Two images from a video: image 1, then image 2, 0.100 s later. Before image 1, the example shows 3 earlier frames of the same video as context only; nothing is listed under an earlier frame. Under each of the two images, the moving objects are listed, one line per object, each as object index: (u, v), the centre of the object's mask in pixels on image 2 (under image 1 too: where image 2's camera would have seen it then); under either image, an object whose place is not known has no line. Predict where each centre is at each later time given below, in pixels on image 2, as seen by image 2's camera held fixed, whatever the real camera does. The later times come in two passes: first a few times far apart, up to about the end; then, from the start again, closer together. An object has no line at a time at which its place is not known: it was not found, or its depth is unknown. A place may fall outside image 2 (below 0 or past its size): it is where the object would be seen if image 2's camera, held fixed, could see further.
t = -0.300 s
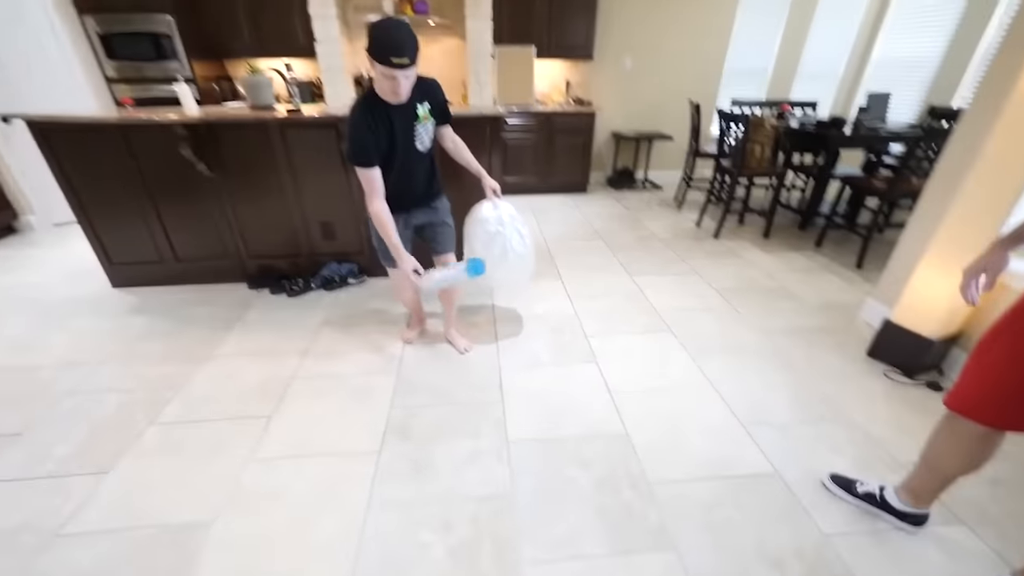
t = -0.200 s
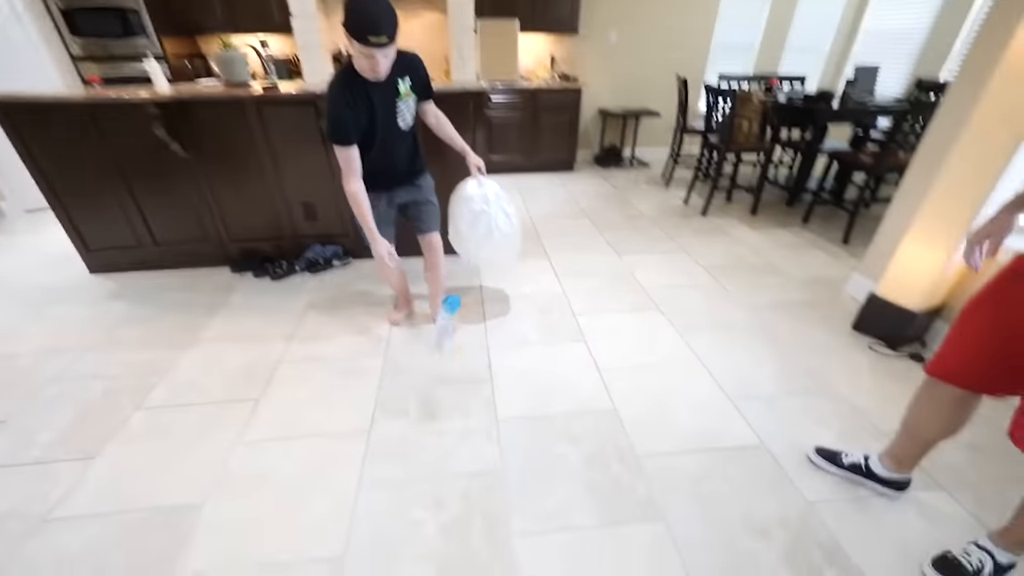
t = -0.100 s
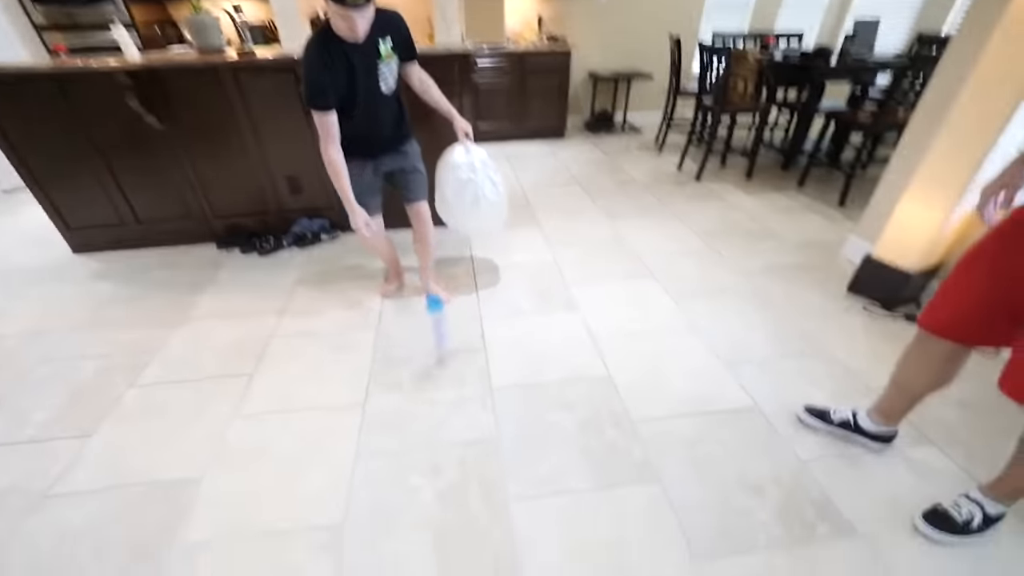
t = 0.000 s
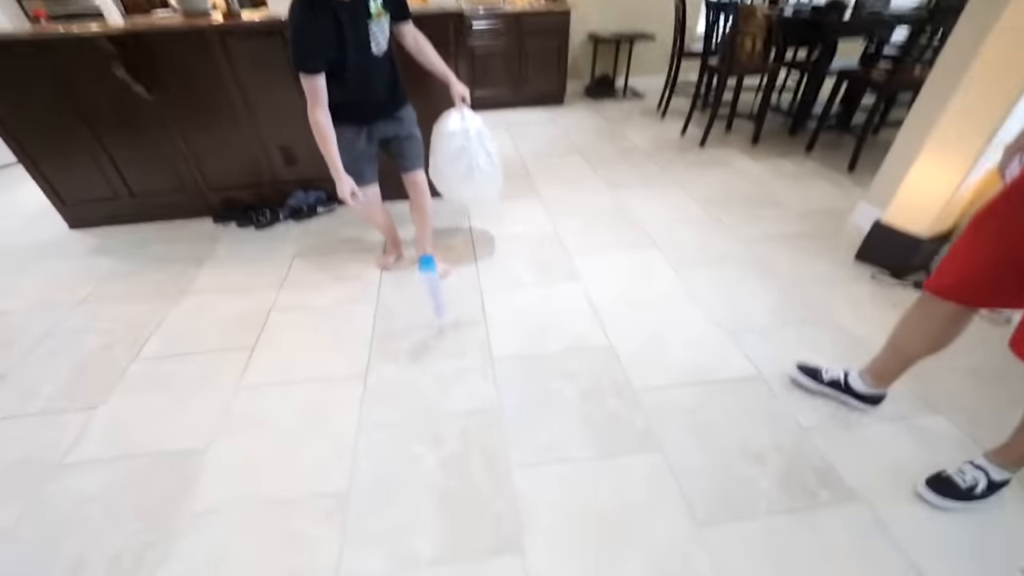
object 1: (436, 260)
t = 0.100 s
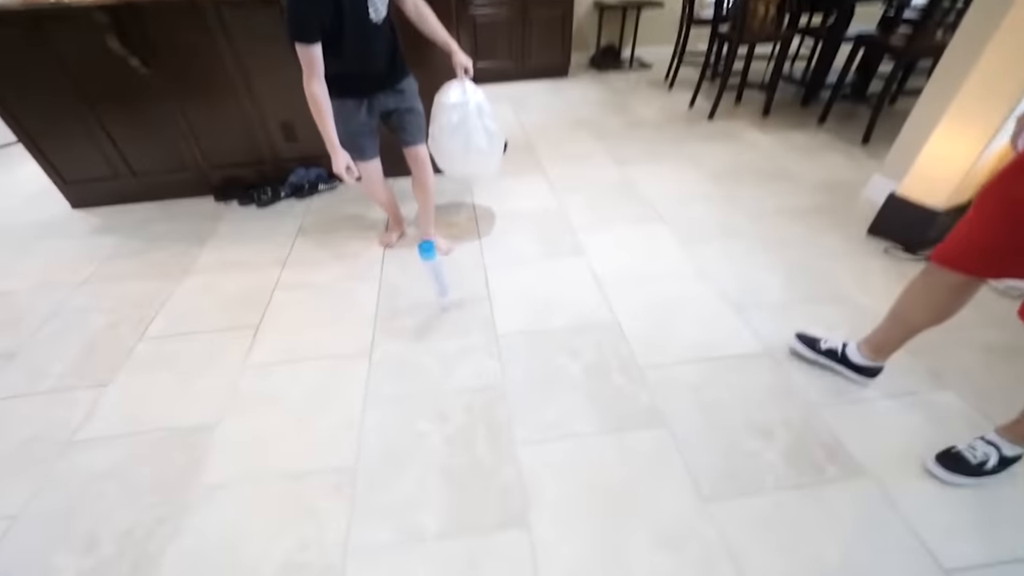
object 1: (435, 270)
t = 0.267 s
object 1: (433, 293)
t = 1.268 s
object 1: (434, 324)
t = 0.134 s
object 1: (435, 276)
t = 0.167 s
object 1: (435, 283)
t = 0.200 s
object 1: (434, 287)
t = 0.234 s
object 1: (432, 289)
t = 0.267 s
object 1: (433, 293)
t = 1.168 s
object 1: (435, 324)
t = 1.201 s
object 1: (435, 324)
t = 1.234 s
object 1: (435, 324)
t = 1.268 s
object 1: (434, 324)
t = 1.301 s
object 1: (434, 323)
